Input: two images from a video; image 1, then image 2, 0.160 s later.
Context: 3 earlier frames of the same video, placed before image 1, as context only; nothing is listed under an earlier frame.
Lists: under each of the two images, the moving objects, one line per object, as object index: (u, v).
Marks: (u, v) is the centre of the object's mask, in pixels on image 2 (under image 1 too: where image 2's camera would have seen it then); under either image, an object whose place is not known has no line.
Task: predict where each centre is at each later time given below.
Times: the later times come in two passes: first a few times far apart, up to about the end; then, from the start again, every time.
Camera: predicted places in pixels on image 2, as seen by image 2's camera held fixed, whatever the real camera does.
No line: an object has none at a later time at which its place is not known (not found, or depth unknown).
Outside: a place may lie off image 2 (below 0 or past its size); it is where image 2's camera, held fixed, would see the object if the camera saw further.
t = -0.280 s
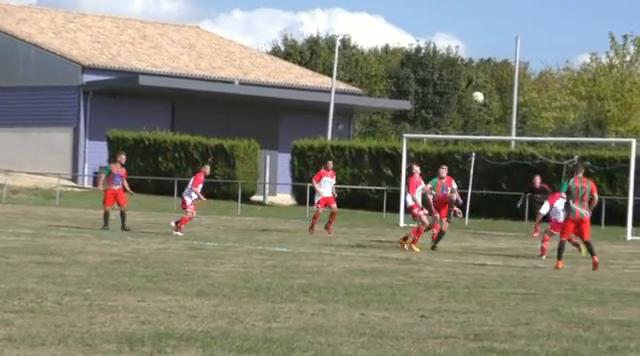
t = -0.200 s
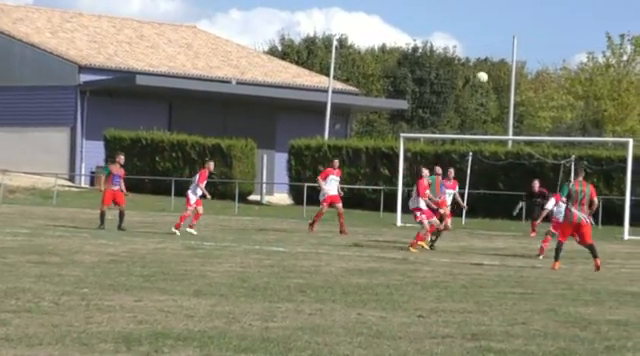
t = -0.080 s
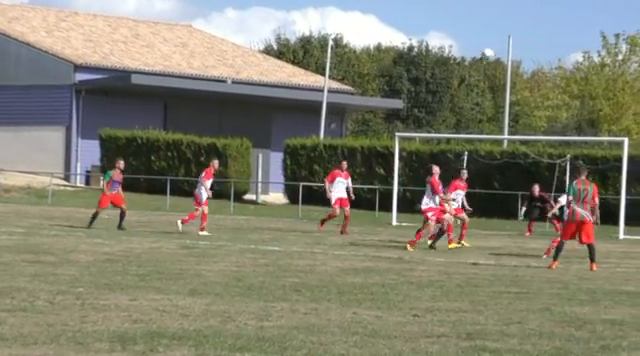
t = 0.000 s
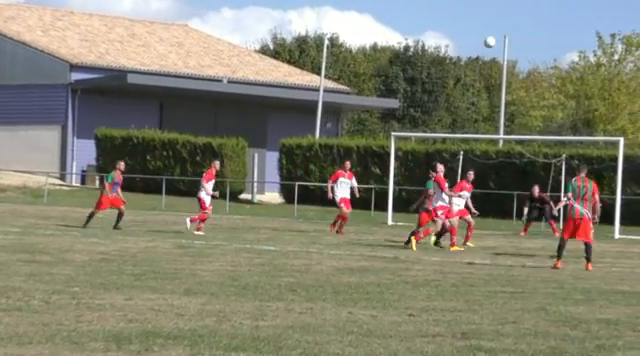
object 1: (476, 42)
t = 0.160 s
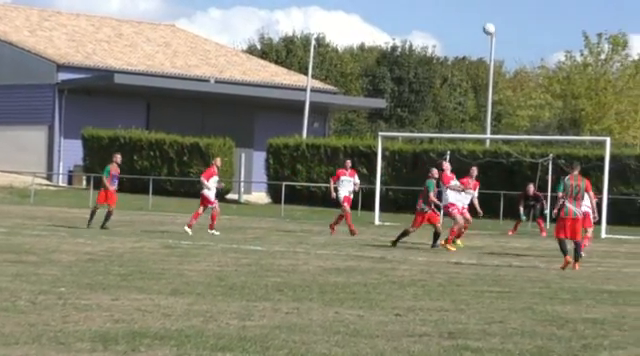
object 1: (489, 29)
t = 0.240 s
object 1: (495, 27)
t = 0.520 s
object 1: (513, 45)
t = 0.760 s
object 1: (528, 93)
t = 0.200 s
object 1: (492, 27)
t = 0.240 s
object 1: (495, 27)
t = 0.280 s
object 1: (498, 27)
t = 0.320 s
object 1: (500, 28)
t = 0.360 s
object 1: (503, 30)
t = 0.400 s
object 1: (506, 33)
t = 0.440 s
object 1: (508, 35)
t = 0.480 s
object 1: (511, 40)
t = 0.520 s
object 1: (513, 45)
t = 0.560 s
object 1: (515, 51)
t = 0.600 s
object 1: (518, 58)
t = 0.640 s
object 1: (521, 65)
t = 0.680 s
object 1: (523, 73)
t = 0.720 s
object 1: (525, 83)
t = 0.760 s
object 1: (528, 93)
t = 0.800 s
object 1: (529, 103)
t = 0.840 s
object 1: (531, 115)
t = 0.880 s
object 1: (533, 127)
